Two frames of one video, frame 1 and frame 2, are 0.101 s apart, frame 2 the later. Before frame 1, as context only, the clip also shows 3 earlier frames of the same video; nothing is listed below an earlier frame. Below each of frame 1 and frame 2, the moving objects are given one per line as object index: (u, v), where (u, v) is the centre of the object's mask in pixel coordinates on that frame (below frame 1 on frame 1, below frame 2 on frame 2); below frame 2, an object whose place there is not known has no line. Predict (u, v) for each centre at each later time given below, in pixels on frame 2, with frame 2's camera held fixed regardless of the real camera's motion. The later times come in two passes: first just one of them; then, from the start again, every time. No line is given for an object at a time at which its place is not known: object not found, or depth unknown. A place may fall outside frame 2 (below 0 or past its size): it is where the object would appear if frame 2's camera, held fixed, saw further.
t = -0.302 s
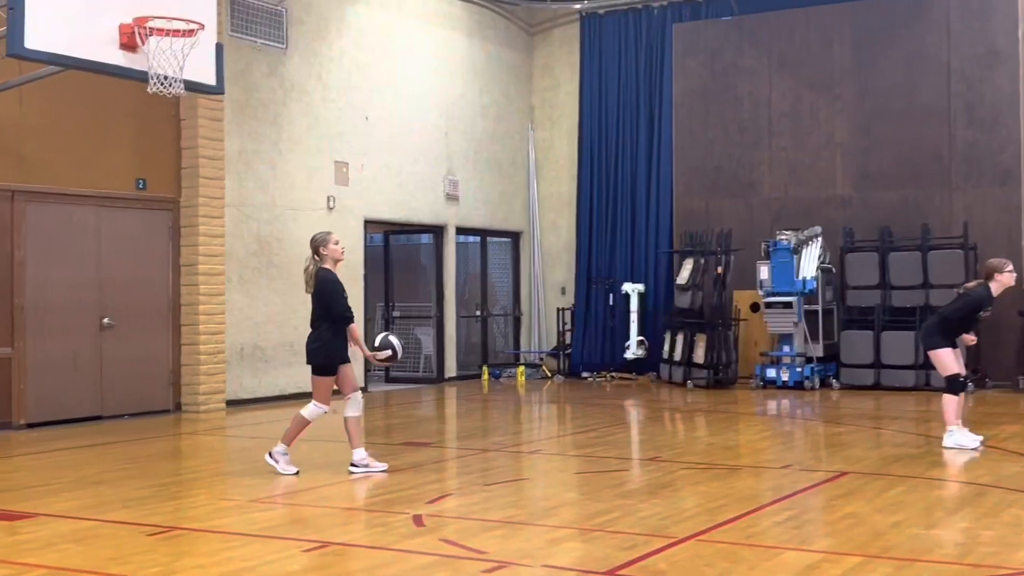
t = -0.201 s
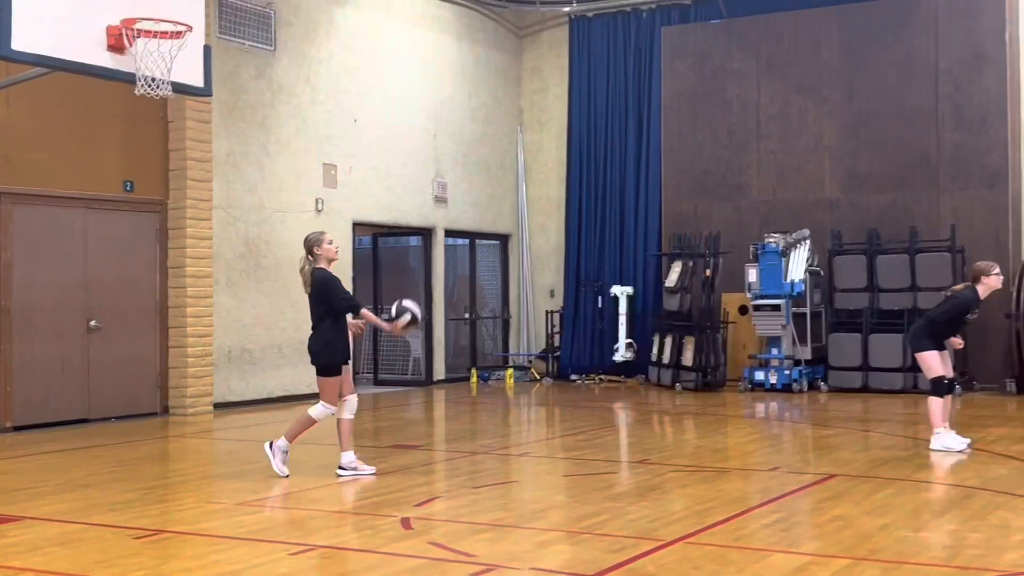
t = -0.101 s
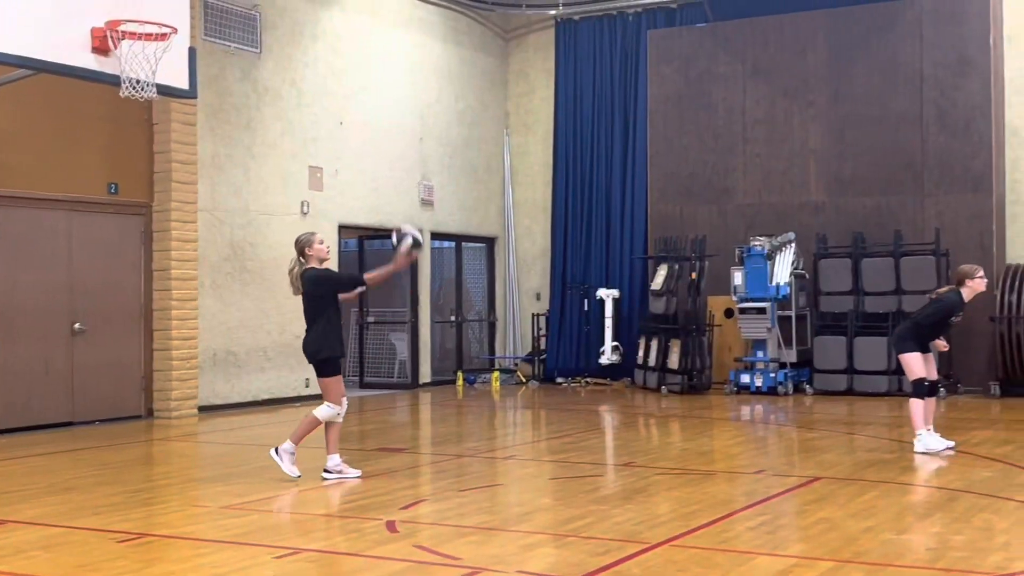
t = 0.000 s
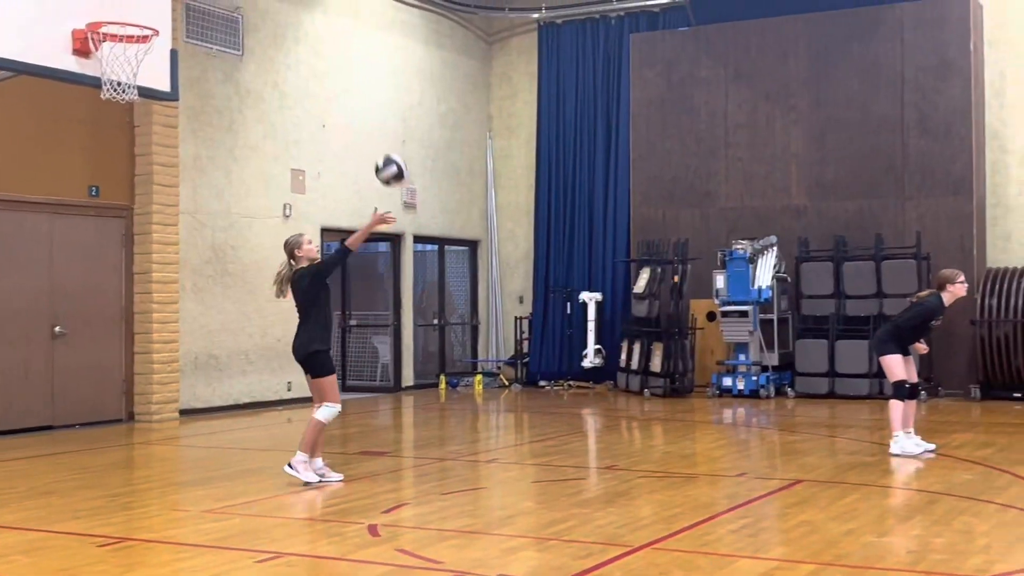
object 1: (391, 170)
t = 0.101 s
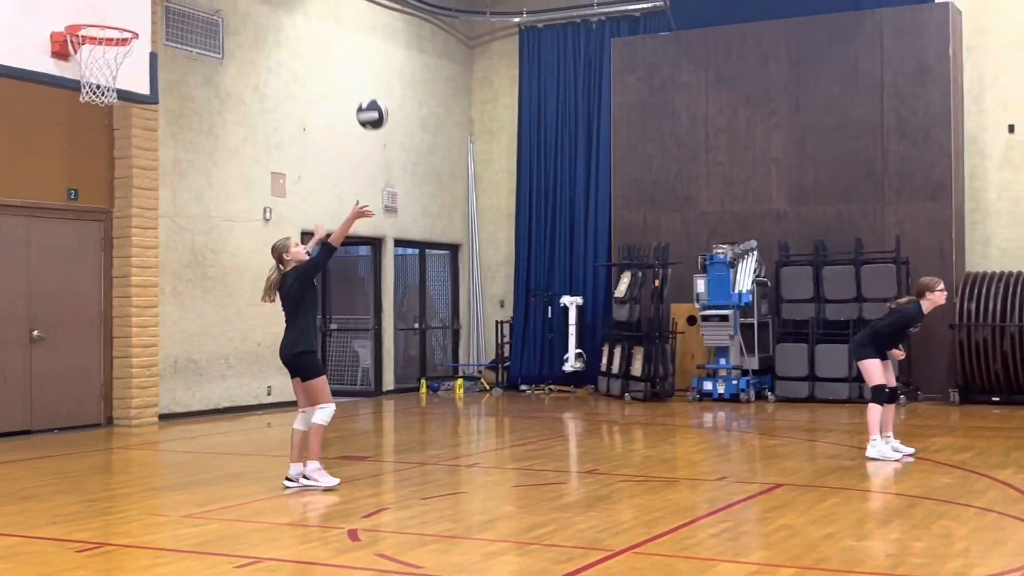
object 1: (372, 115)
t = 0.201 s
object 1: (372, 70)
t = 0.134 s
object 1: (372, 98)
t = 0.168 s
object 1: (372, 84)
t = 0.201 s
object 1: (372, 70)
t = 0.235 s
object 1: (372, 59)
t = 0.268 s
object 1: (373, 49)
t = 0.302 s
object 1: (373, 41)
